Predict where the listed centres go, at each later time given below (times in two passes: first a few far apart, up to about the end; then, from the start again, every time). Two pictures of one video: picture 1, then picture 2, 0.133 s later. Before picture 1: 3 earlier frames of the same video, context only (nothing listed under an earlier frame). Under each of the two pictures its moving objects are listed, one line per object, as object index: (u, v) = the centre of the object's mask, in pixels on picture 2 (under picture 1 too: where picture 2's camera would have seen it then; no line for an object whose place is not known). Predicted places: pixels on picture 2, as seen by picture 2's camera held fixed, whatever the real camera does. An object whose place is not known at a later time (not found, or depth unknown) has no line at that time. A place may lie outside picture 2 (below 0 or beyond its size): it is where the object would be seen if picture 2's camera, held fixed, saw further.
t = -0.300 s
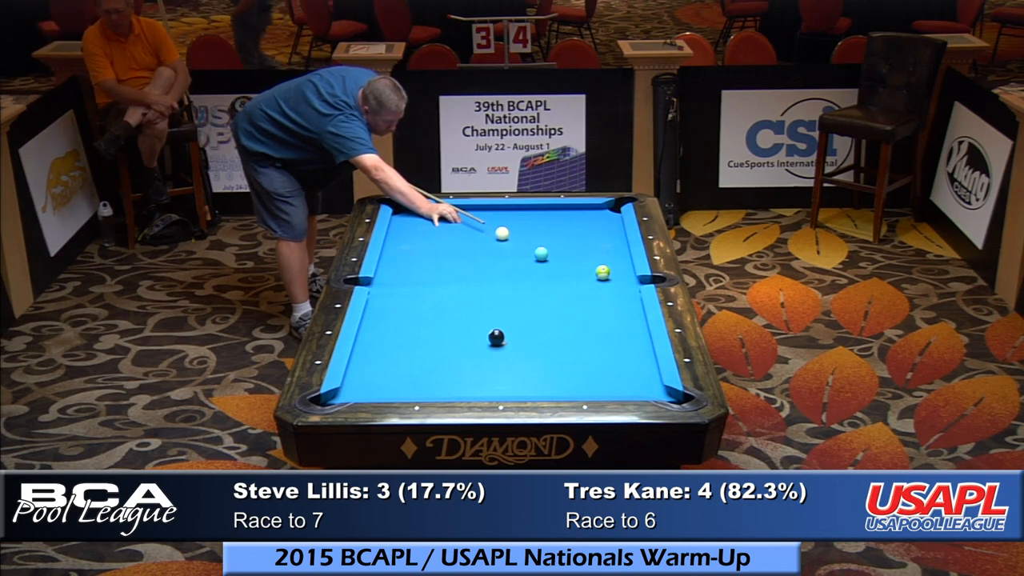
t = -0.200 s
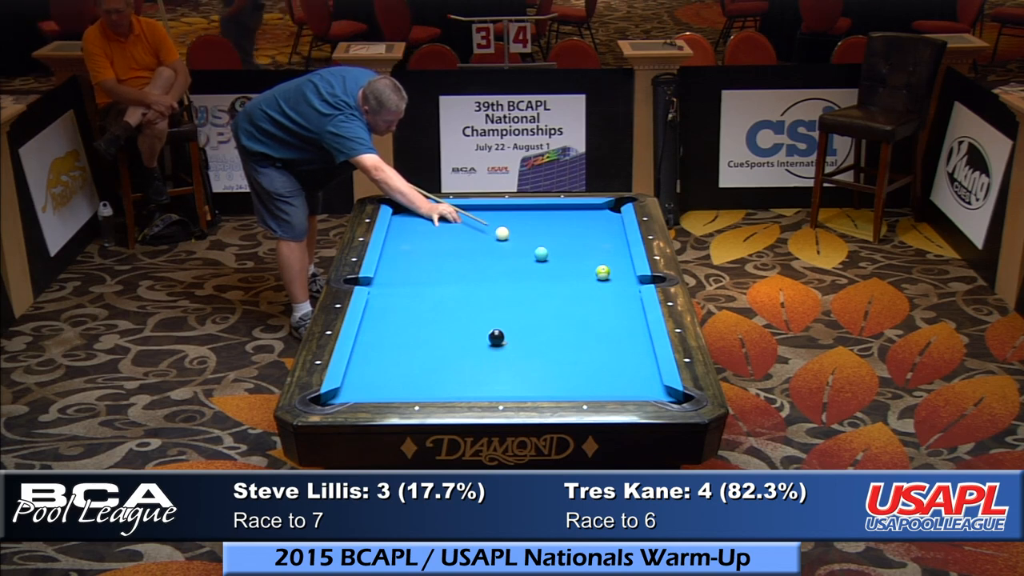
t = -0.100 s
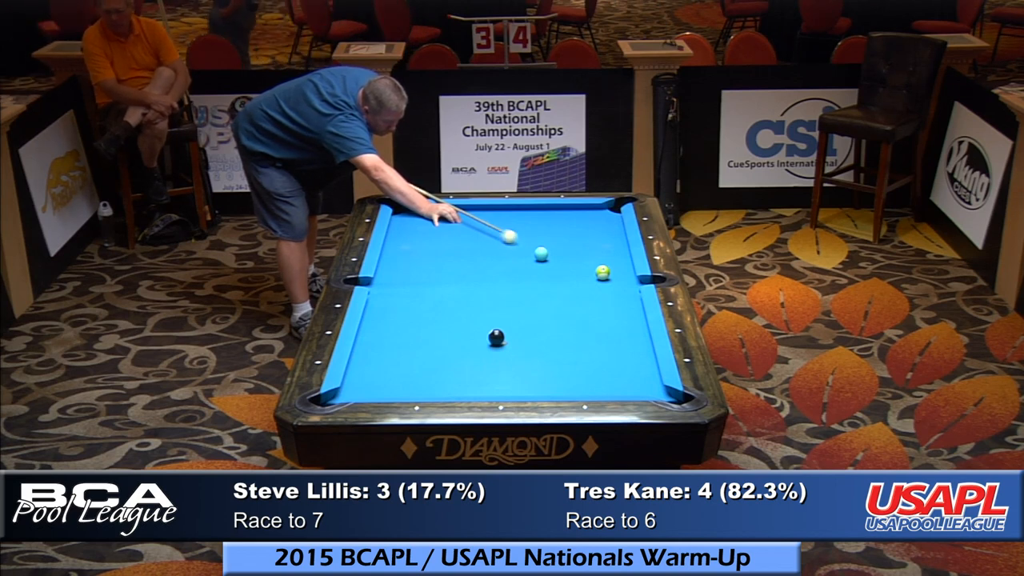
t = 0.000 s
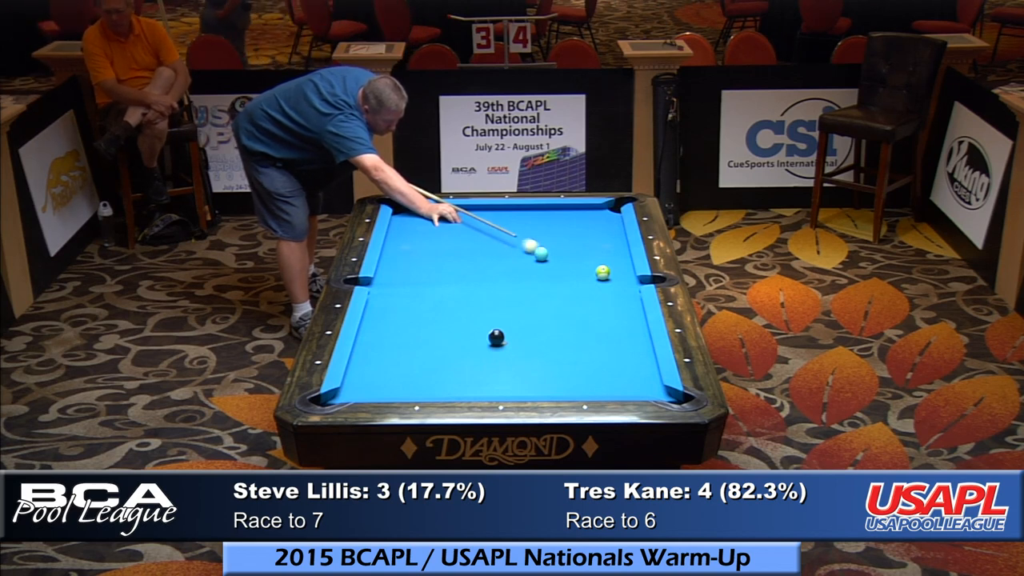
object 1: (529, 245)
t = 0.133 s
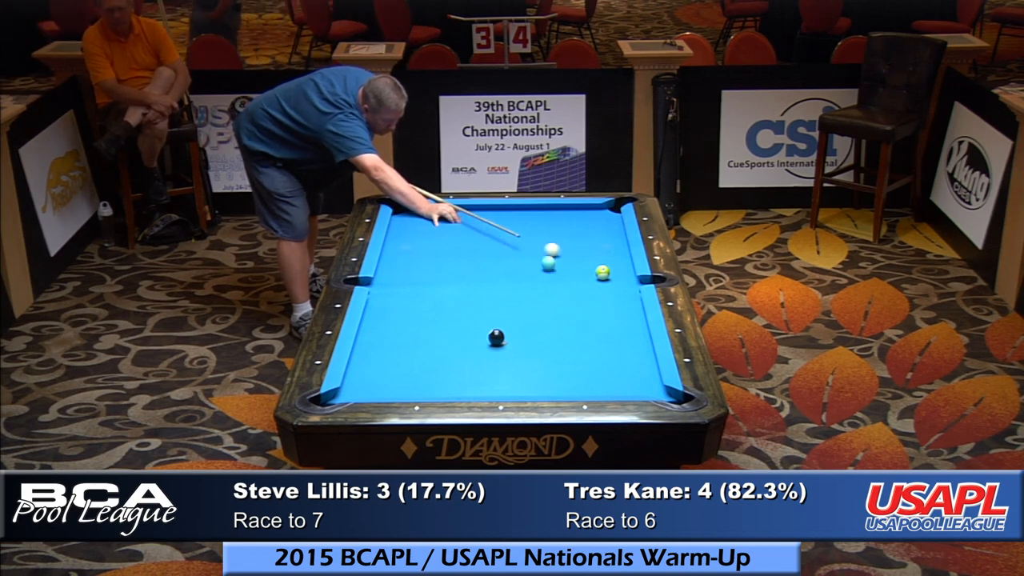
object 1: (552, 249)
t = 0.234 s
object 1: (567, 251)
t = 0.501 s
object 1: (608, 256)
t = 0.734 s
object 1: (614, 261)
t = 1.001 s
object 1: (589, 266)
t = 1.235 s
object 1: (568, 270)
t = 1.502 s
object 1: (544, 274)
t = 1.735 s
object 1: (524, 278)
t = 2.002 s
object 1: (502, 283)
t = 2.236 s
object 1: (484, 286)
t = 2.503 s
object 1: (464, 290)
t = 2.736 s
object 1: (448, 293)
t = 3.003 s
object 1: (430, 297)
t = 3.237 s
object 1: (416, 299)
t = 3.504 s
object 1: (401, 302)
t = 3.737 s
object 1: (388, 304)
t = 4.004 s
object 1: (375, 306)
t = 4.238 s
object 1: (376, 307)
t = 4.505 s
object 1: (382, 308)
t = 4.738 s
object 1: (386, 308)
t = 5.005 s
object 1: (389, 309)
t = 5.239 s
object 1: (390, 309)
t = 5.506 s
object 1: (391, 309)
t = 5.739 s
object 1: (390, 309)
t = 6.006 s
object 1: (390, 309)
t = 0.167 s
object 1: (557, 250)
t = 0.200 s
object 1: (562, 251)
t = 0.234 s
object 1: (567, 251)
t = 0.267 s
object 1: (572, 252)
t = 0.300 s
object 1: (577, 253)
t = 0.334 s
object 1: (582, 253)
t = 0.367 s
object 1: (588, 254)
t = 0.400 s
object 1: (593, 255)
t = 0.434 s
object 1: (597, 255)
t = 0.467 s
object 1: (602, 256)
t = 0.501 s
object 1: (608, 256)
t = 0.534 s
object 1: (613, 257)
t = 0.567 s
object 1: (618, 258)
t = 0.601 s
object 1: (623, 258)
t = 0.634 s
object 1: (624, 259)
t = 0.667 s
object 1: (621, 260)
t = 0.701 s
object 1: (617, 260)
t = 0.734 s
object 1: (614, 261)
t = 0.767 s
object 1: (611, 261)
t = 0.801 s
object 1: (609, 261)
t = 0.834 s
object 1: (605, 261)
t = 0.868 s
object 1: (601, 261)
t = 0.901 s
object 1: (598, 262)
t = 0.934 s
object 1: (594, 263)
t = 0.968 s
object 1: (591, 265)
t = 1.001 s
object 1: (589, 266)
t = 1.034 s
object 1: (586, 266)
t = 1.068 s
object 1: (583, 267)
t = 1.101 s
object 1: (580, 267)
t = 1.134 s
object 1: (577, 268)
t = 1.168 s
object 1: (574, 269)
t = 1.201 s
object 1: (571, 269)
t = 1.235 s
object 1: (568, 270)
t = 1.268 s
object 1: (565, 270)
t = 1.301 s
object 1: (562, 271)
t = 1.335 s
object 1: (559, 272)
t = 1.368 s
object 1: (556, 272)
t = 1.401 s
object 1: (553, 273)
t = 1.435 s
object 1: (550, 273)
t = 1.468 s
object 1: (547, 274)
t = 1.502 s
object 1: (544, 274)
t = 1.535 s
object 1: (541, 275)
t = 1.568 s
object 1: (538, 276)
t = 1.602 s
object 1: (536, 276)
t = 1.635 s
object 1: (533, 277)
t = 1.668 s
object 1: (530, 277)
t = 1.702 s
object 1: (527, 278)
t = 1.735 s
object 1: (524, 278)
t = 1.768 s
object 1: (521, 279)
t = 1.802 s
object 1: (519, 280)
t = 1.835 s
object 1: (516, 280)
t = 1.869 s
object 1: (513, 281)
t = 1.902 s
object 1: (510, 281)
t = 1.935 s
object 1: (508, 282)
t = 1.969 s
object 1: (505, 282)
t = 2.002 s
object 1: (502, 283)
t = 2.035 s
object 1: (500, 283)
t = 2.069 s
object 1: (497, 284)
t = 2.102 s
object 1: (494, 284)
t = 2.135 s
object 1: (492, 285)
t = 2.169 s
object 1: (489, 285)
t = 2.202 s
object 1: (487, 286)
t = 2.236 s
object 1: (484, 286)
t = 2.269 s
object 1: (482, 287)
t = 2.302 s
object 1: (479, 287)
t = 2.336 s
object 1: (477, 288)
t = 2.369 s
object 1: (474, 288)
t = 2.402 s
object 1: (472, 289)
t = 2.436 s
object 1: (469, 289)
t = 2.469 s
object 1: (467, 289)
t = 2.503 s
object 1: (464, 290)
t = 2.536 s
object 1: (462, 290)
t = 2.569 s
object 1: (460, 291)
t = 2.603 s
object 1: (457, 291)
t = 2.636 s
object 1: (455, 292)
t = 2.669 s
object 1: (453, 292)
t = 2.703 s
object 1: (450, 293)
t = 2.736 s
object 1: (448, 293)
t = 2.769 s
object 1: (446, 294)
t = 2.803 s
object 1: (444, 294)
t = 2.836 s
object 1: (441, 294)
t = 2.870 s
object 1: (439, 295)
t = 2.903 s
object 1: (437, 295)
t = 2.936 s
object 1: (435, 296)
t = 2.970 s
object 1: (432, 296)
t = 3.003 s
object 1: (430, 297)
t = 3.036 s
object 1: (428, 297)
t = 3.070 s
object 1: (426, 297)
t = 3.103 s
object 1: (424, 298)
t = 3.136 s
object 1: (422, 298)
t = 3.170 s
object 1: (420, 298)
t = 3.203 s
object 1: (418, 299)
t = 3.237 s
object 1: (416, 299)
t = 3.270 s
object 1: (414, 300)
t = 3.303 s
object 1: (412, 300)
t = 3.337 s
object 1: (410, 300)
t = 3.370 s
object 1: (408, 300)
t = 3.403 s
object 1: (406, 301)
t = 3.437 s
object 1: (404, 301)
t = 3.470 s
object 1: (402, 302)
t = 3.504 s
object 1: (401, 302)
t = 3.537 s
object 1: (399, 302)
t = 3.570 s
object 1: (397, 303)
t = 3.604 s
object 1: (395, 303)
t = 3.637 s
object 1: (393, 303)
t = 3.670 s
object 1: (392, 304)
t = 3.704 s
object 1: (390, 304)
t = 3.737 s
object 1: (388, 304)
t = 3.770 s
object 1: (387, 304)
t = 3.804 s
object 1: (385, 305)
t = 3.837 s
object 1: (383, 305)
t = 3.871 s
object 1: (382, 305)
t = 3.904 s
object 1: (380, 305)
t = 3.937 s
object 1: (379, 306)
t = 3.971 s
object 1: (377, 306)
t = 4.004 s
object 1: (375, 306)
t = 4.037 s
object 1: (374, 306)
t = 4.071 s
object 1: (372, 307)
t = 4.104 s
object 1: (373, 307)
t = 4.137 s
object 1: (374, 307)
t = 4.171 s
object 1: (374, 307)
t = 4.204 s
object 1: (375, 307)
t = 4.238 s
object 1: (376, 307)
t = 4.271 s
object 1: (377, 307)
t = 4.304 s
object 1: (378, 307)
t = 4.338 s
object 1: (378, 308)
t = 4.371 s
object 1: (379, 308)
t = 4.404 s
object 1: (380, 308)
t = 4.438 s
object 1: (380, 308)
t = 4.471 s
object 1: (381, 308)
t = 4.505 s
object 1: (382, 308)
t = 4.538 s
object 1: (382, 308)
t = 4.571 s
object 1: (383, 308)
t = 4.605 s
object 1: (384, 308)
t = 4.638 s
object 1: (384, 308)
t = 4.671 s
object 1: (385, 308)
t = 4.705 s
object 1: (385, 308)
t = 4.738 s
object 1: (386, 308)
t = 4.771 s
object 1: (386, 308)
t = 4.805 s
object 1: (387, 308)
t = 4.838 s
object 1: (387, 308)
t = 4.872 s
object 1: (387, 309)
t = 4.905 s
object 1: (388, 308)
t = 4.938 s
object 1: (388, 309)
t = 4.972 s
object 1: (388, 309)
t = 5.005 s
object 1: (389, 309)
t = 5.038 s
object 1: (389, 309)
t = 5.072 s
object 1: (389, 309)
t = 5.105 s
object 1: (390, 309)
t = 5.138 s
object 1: (390, 309)
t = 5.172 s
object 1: (390, 309)
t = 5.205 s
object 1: (390, 309)
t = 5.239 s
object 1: (390, 309)
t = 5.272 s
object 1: (390, 309)
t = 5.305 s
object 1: (391, 309)
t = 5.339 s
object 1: (391, 309)
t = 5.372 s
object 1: (391, 309)
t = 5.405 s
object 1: (391, 309)
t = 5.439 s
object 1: (391, 309)
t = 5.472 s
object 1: (391, 309)
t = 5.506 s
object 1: (391, 309)
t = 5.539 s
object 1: (390, 309)
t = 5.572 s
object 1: (390, 309)
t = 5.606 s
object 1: (390, 309)
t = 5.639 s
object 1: (390, 309)
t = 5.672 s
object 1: (390, 309)
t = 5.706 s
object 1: (390, 309)
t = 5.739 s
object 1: (390, 309)
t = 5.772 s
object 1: (390, 309)
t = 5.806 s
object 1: (390, 309)
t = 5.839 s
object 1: (390, 309)
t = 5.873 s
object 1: (390, 309)
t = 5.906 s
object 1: (390, 309)
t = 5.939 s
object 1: (390, 309)
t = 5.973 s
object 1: (390, 309)
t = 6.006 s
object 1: (390, 309)
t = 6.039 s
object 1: (390, 309)
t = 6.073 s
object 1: (390, 309)
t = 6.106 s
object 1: (390, 309)
